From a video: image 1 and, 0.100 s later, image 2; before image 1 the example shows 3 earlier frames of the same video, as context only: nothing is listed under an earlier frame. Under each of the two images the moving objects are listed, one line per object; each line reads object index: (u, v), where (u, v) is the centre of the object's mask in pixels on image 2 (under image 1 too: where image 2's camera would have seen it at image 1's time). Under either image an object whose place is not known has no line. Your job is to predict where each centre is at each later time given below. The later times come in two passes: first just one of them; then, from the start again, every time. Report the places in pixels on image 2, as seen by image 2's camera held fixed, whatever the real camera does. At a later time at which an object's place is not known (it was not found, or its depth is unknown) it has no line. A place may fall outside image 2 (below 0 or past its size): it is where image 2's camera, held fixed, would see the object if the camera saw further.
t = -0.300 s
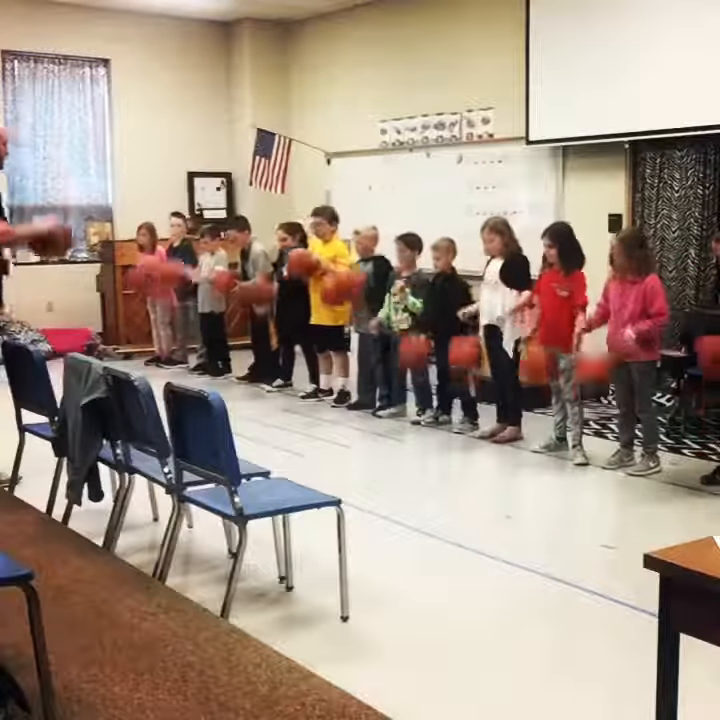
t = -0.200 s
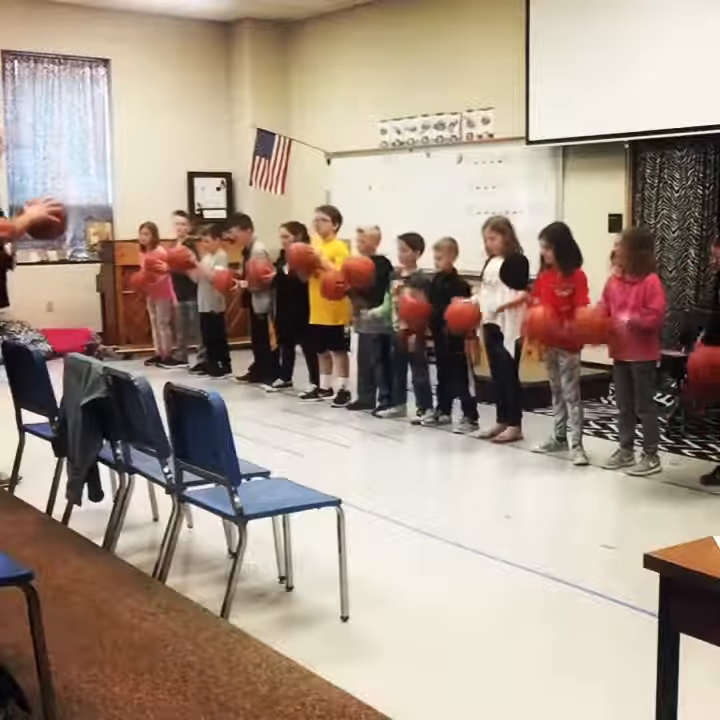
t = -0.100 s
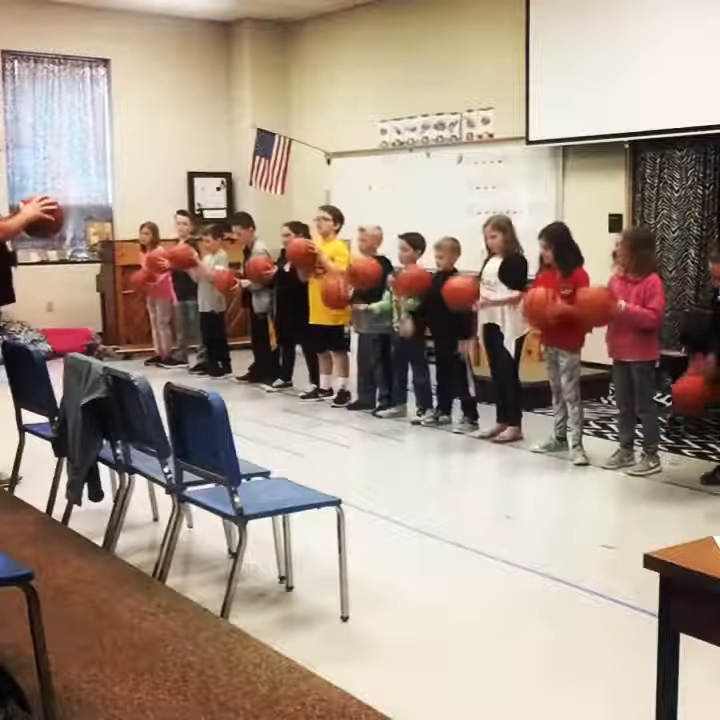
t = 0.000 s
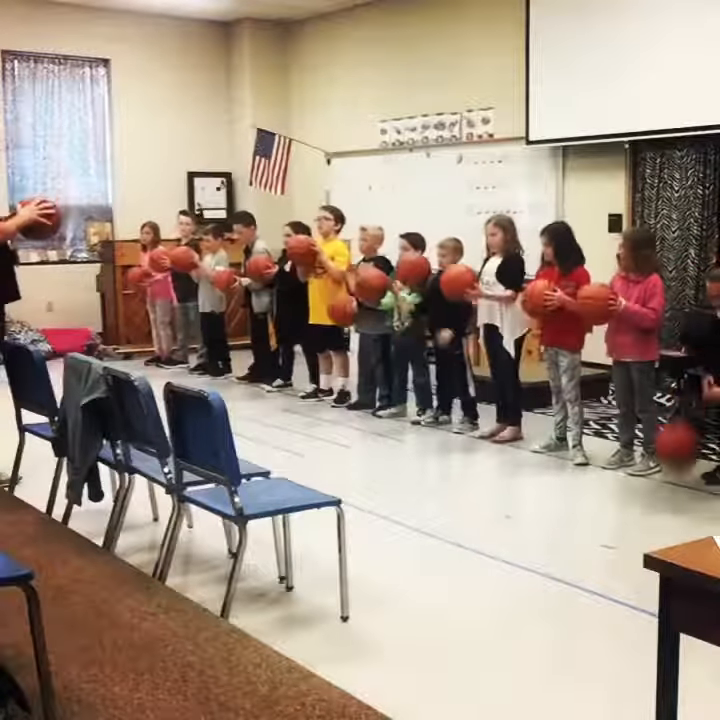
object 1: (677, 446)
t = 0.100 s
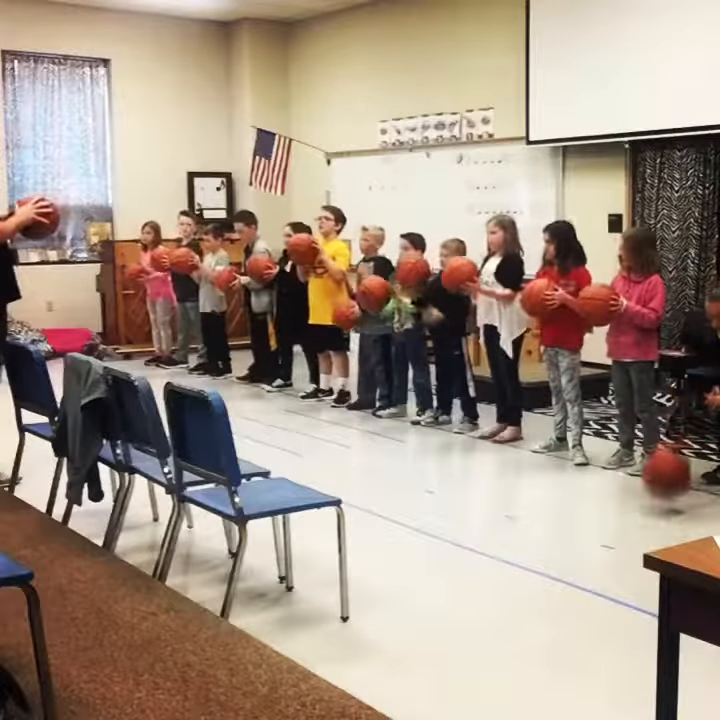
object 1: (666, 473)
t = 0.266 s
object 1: (665, 420)
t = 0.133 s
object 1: (666, 456)
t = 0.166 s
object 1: (666, 443)
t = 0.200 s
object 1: (666, 432)
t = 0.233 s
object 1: (666, 423)
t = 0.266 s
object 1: (665, 420)
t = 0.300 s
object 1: (664, 418)
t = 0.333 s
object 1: (664, 417)
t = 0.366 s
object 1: (664, 417)
